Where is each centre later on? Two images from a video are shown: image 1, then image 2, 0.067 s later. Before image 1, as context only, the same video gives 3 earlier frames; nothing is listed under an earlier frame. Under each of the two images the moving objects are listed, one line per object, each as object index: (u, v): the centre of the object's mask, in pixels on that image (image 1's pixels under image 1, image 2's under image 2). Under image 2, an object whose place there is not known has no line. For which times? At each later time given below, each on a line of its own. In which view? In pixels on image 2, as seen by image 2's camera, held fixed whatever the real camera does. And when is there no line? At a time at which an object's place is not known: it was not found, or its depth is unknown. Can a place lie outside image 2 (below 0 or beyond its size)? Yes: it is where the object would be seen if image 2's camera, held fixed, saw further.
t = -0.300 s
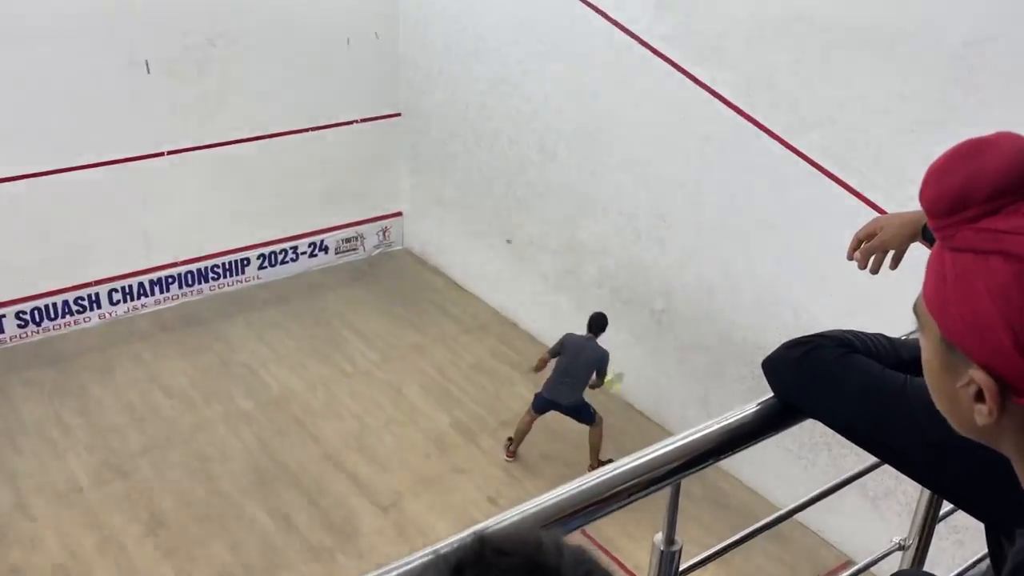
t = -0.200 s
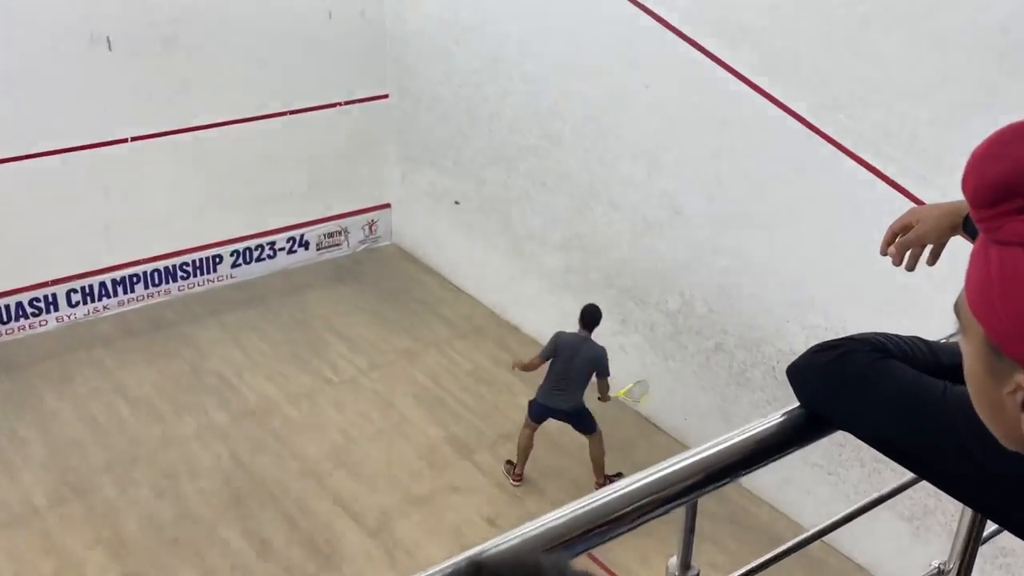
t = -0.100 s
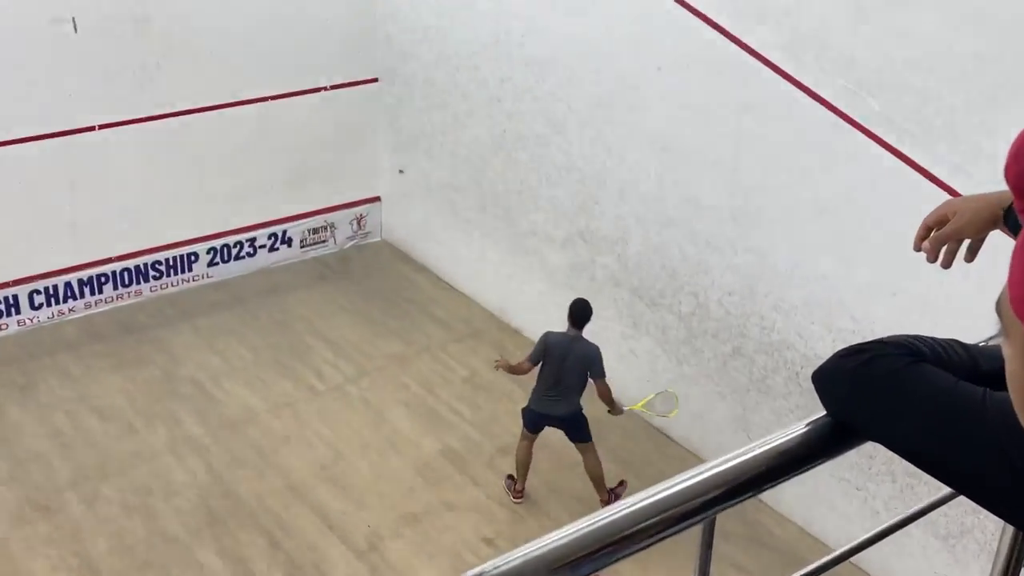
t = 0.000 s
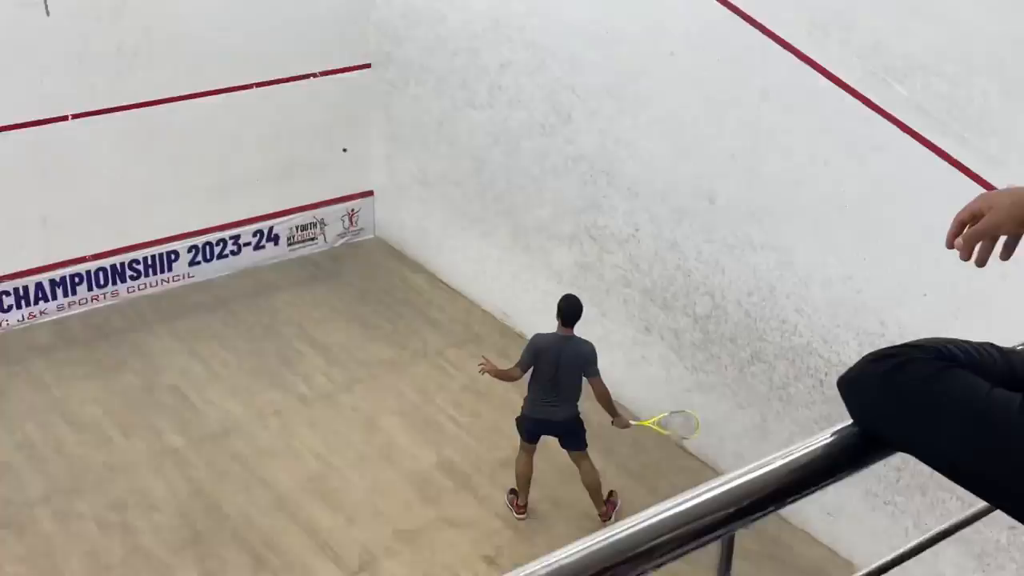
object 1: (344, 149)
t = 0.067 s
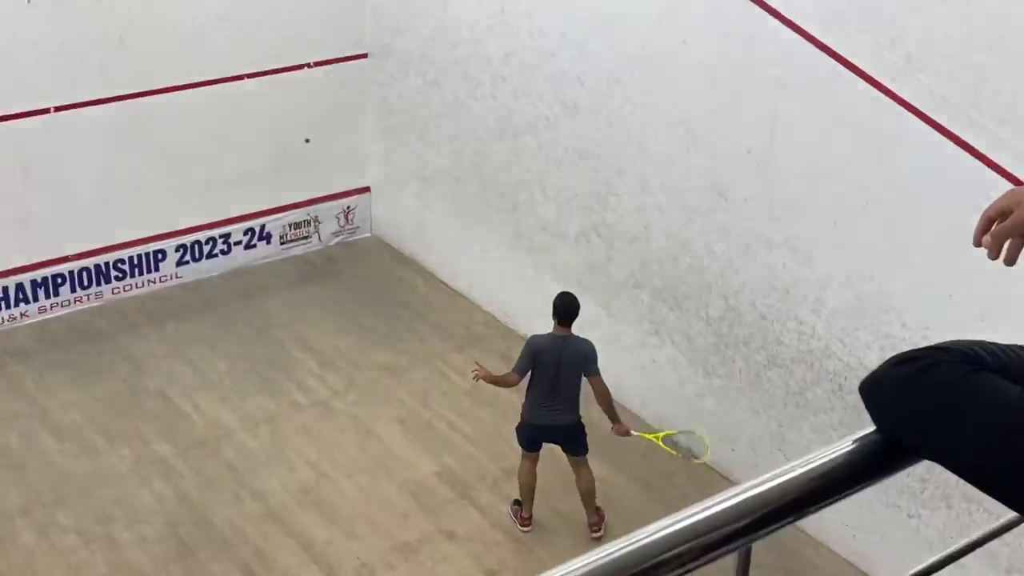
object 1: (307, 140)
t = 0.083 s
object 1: (299, 139)
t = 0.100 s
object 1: (290, 140)
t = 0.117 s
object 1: (288, 144)
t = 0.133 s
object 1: (288, 148)
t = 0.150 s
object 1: (288, 155)
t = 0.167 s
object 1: (287, 160)
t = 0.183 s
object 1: (286, 166)
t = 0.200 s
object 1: (286, 173)
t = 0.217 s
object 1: (285, 180)
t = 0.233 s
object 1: (285, 188)
